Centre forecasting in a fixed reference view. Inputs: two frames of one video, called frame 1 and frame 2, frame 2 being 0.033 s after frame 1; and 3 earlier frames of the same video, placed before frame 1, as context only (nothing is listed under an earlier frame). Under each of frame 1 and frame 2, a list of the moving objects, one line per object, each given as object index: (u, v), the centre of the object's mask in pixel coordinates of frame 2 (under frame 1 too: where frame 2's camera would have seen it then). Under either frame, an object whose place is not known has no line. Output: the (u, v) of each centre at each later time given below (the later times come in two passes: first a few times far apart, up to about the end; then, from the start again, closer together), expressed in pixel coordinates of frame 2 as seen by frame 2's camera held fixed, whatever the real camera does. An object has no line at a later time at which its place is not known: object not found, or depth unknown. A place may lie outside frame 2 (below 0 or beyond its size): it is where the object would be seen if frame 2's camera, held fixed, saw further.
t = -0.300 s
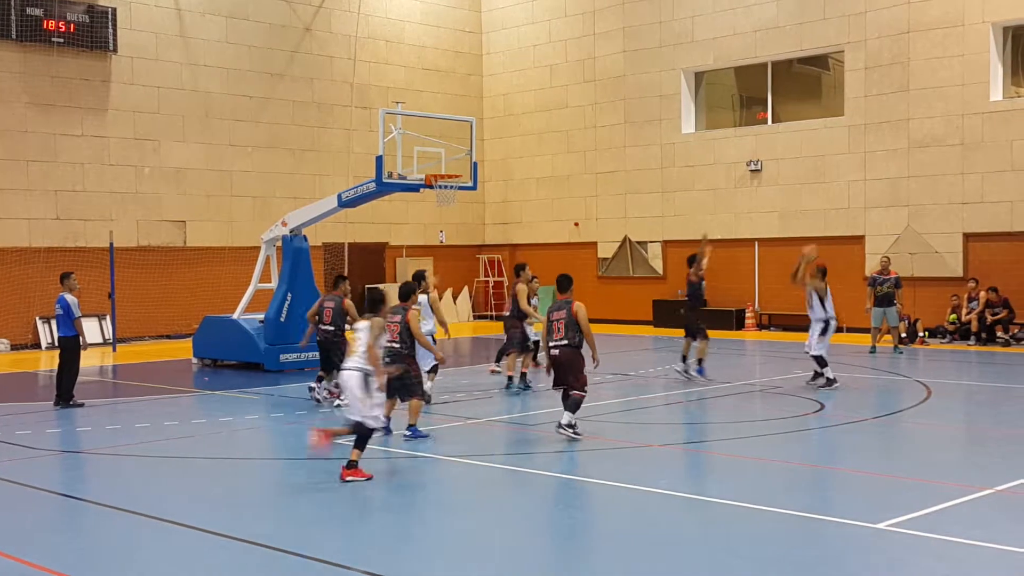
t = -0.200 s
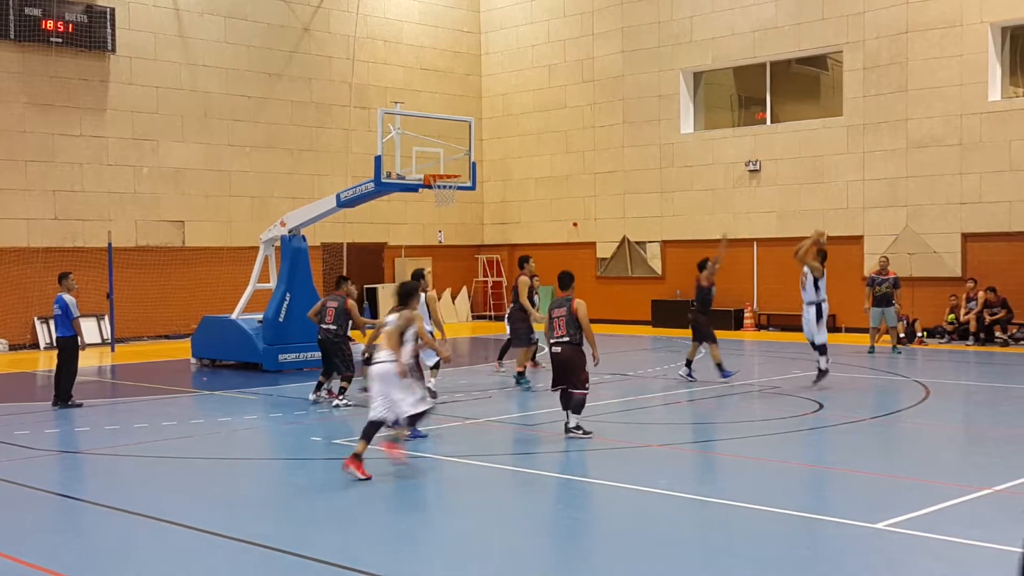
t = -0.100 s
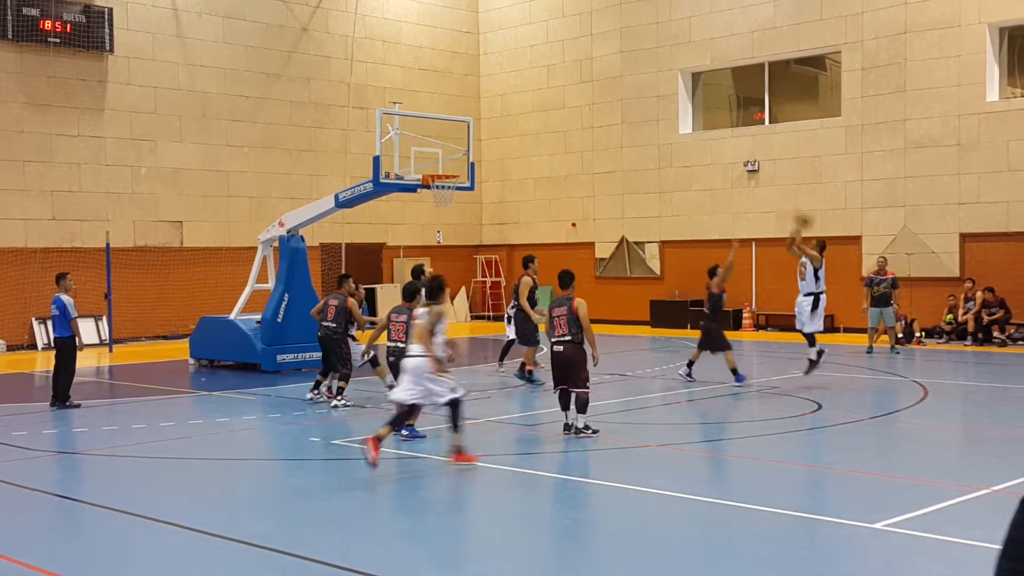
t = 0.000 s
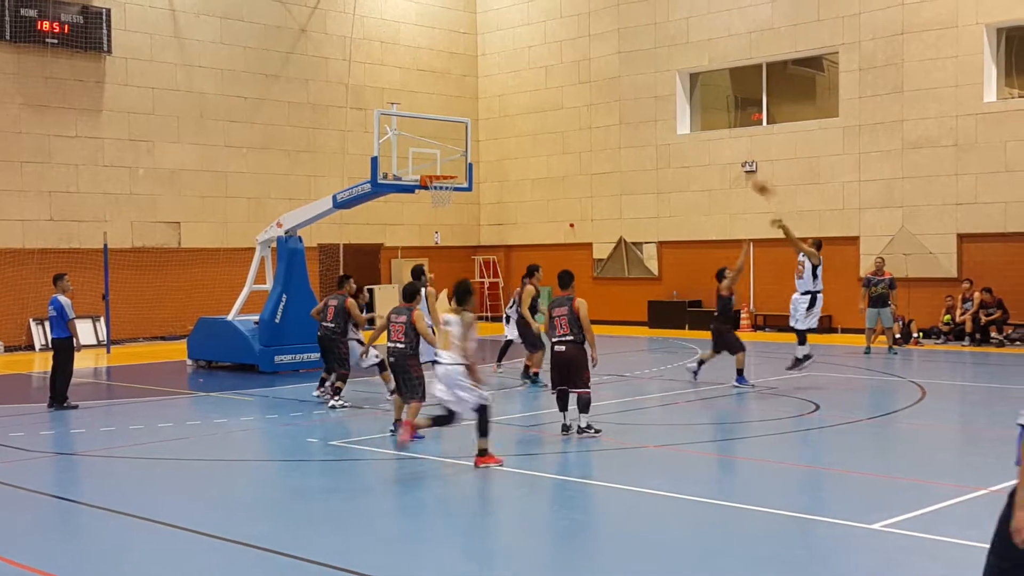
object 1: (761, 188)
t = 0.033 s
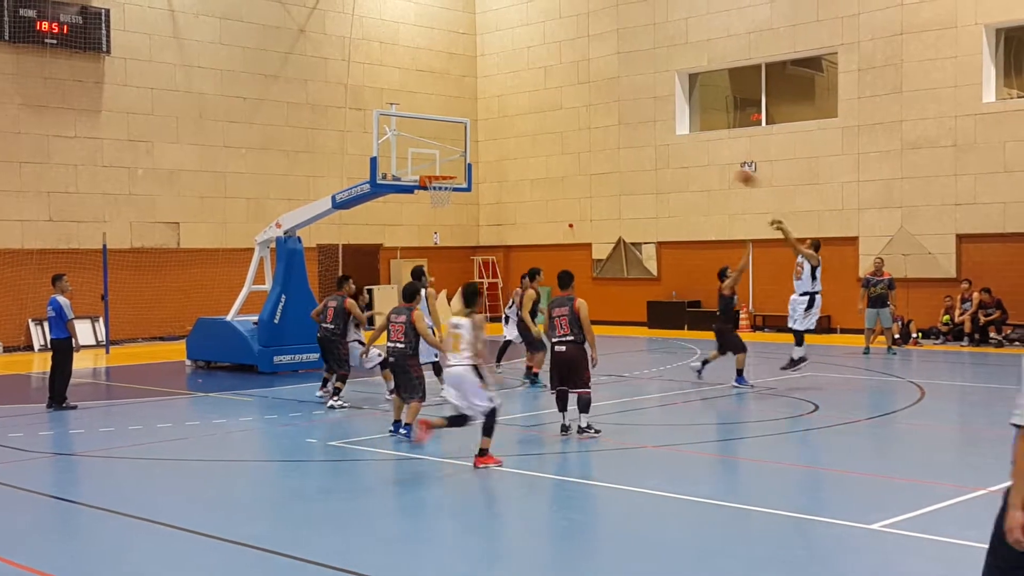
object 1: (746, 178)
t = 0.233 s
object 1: (662, 134)
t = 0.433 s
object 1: (583, 119)
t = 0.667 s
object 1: (494, 137)
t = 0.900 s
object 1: (446, 159)
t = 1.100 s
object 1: (505, 134)
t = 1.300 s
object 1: (564, 134)
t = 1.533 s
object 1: (631, 167)
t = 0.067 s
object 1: (732, 168)
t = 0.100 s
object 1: (718, 159)
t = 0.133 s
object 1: (704, 152)
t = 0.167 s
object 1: (690, 144)
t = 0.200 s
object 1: (677, 140)
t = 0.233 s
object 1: (662, 134)
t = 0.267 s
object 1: (648, 129)
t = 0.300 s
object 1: (634, 126)
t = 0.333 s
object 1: (622, 124)
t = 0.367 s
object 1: (608, 121)
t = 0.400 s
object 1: (596, 120)
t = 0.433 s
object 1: (583, 119)
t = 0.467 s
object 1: (571, 120)
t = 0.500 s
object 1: (557, 121)
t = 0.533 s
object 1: (544, 123)
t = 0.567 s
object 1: (532, 125)
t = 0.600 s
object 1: (519, 129)
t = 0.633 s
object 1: (506, 133)
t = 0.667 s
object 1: (494, 137)
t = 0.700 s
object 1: (480, 142)
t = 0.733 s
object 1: (469, 149)
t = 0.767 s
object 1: (455, 156)
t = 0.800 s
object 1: (445, 162)
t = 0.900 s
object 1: (446, 159)
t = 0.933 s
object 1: (456, 154)
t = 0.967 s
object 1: (466, 148)
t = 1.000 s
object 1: (475, 144)
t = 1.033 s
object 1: (485, 140)
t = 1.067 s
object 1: (495, 137)
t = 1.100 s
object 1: (505, 134)
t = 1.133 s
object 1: (515, 132)
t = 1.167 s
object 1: (525, 131)
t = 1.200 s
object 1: (534, 130)
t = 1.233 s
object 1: (545, 130)
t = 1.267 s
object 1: (554, 131)
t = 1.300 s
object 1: (564, 134)
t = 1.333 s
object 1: (573, 136)
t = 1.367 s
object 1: (583, 140)
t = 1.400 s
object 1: (593, 144)
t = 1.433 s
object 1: (602, 149)
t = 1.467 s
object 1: (612, 154)
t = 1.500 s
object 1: (621, 160)
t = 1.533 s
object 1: (631, 167)
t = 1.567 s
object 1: (640, 175)
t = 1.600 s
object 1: (649, 183)
